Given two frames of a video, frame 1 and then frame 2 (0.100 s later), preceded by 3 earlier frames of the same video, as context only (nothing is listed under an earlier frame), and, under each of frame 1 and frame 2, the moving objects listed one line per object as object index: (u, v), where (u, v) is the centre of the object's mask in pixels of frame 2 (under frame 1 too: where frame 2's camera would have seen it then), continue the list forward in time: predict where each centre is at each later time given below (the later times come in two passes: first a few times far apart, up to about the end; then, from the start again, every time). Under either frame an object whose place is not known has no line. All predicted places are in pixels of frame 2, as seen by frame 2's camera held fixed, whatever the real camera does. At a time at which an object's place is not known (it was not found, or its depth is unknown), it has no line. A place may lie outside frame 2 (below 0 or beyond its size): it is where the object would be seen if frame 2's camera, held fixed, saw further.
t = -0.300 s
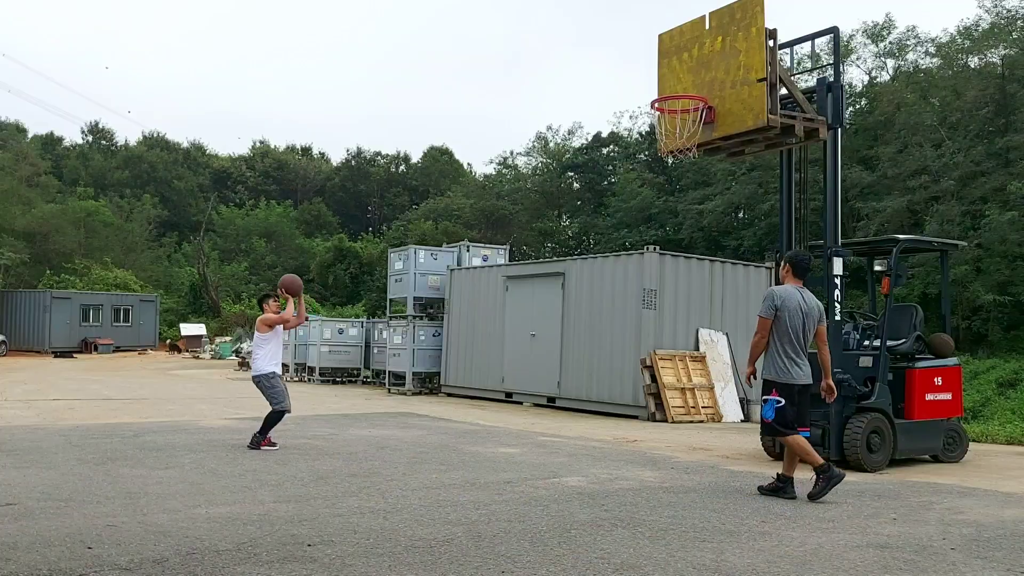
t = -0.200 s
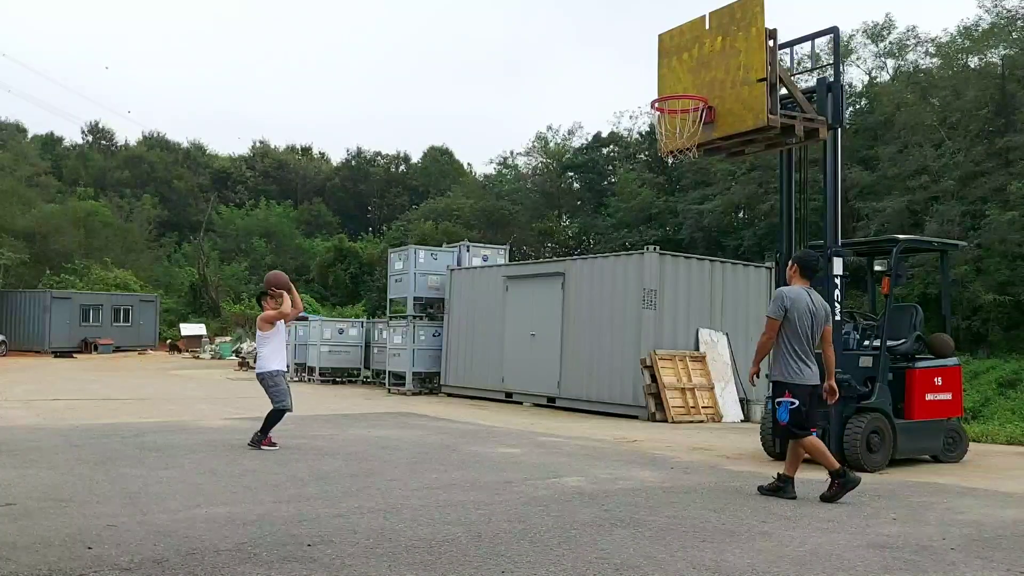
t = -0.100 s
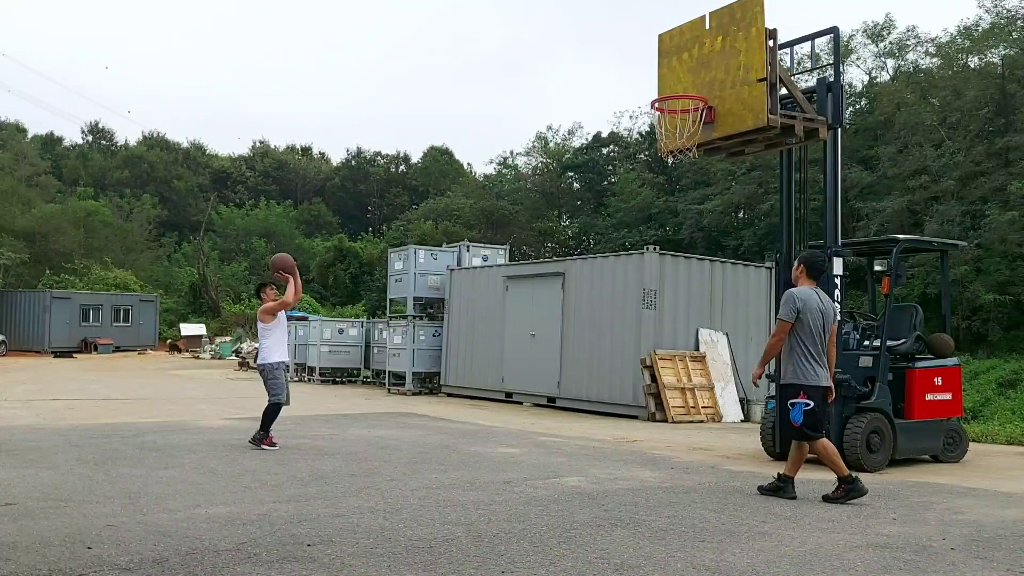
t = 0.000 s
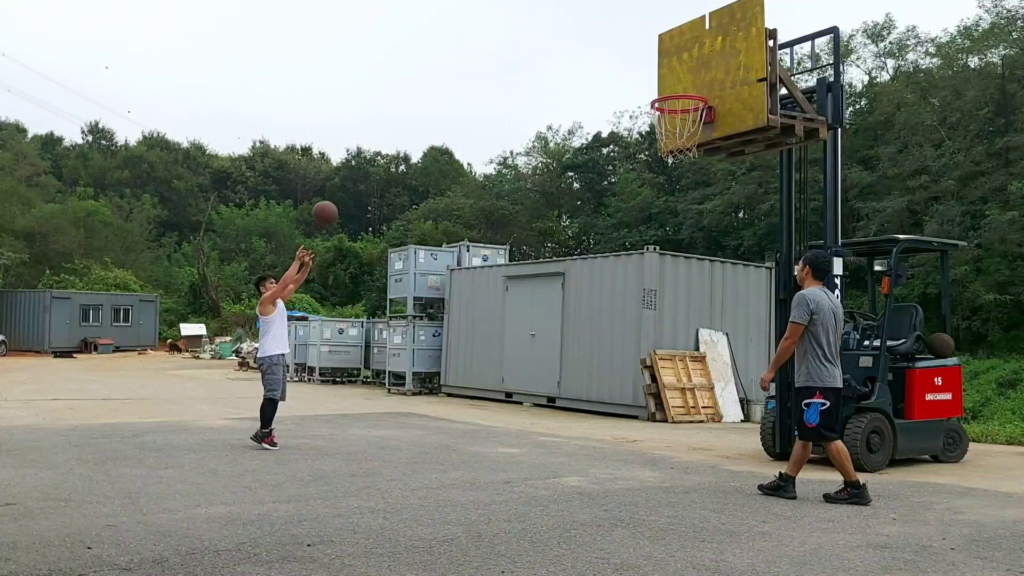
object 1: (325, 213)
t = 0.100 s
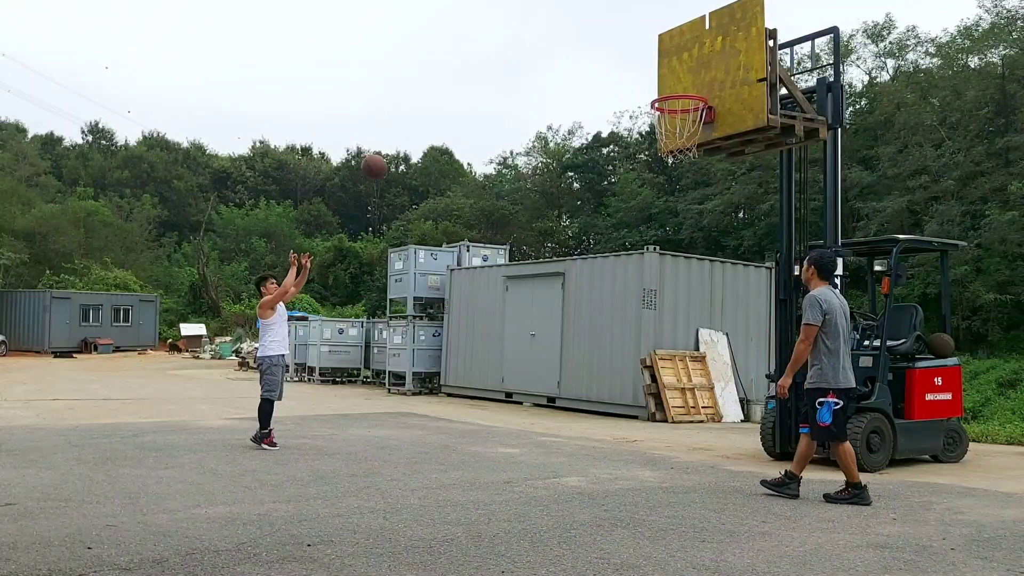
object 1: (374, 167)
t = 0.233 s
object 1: (441, 119)
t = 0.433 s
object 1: (546, 78)
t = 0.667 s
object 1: (678, 82)
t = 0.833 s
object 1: (678, 108)
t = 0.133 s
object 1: (390, 154)
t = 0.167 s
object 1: (407, 141)
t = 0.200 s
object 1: (424, 129)
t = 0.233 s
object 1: (441, 119)
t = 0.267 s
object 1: (458, 110)
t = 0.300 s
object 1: (475, 101)
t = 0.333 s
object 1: (493, 94)
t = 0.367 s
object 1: (511, 87)
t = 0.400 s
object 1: (528, 82)
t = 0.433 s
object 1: (546, 78)
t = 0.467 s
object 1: (564, 75)
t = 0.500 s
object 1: (583, 74)
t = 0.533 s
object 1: (601, 73)
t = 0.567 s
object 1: (620, 74)
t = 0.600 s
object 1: (639, 76)
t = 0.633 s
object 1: (658, 79)
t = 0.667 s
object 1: (678, 82)
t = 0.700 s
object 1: (680, 84)
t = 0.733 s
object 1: (679, 85)
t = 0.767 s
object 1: (678, 92)
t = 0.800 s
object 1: (677, 98)
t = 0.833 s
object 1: (678, 108)
